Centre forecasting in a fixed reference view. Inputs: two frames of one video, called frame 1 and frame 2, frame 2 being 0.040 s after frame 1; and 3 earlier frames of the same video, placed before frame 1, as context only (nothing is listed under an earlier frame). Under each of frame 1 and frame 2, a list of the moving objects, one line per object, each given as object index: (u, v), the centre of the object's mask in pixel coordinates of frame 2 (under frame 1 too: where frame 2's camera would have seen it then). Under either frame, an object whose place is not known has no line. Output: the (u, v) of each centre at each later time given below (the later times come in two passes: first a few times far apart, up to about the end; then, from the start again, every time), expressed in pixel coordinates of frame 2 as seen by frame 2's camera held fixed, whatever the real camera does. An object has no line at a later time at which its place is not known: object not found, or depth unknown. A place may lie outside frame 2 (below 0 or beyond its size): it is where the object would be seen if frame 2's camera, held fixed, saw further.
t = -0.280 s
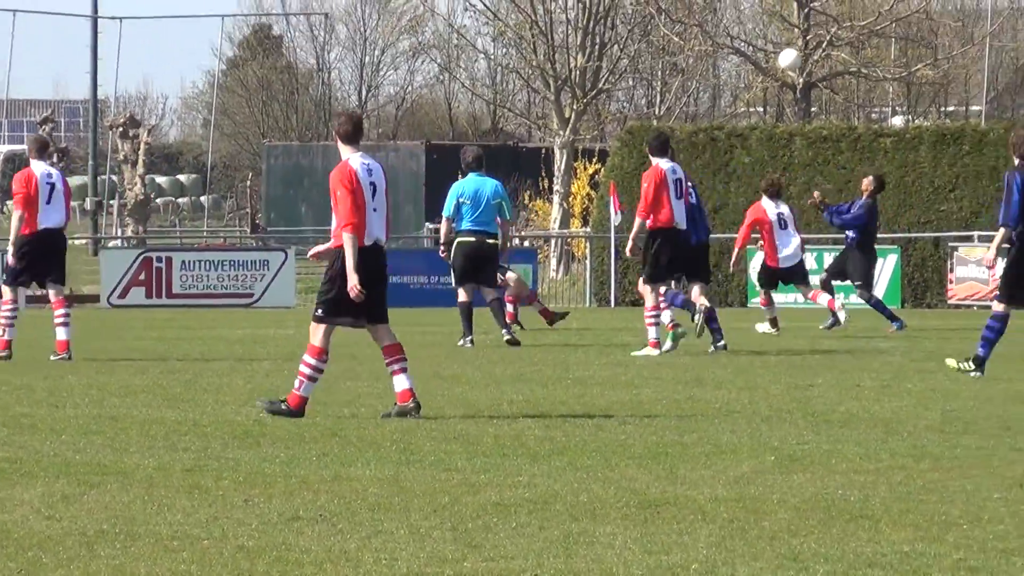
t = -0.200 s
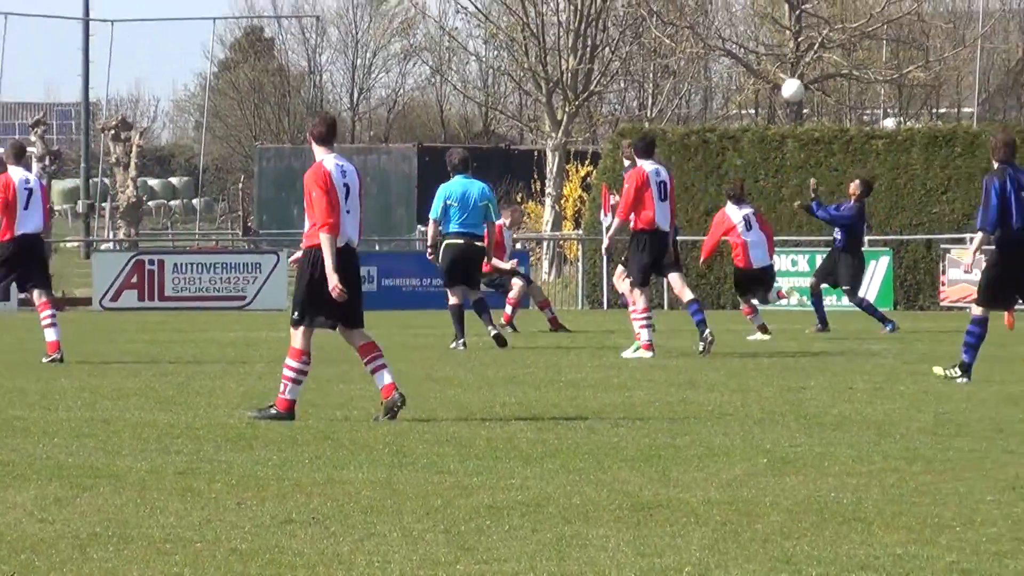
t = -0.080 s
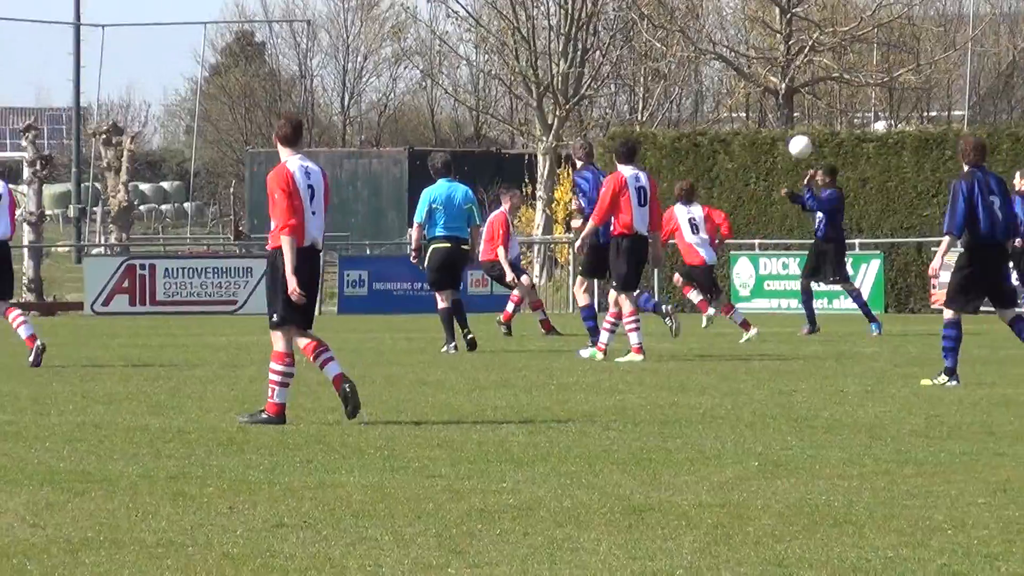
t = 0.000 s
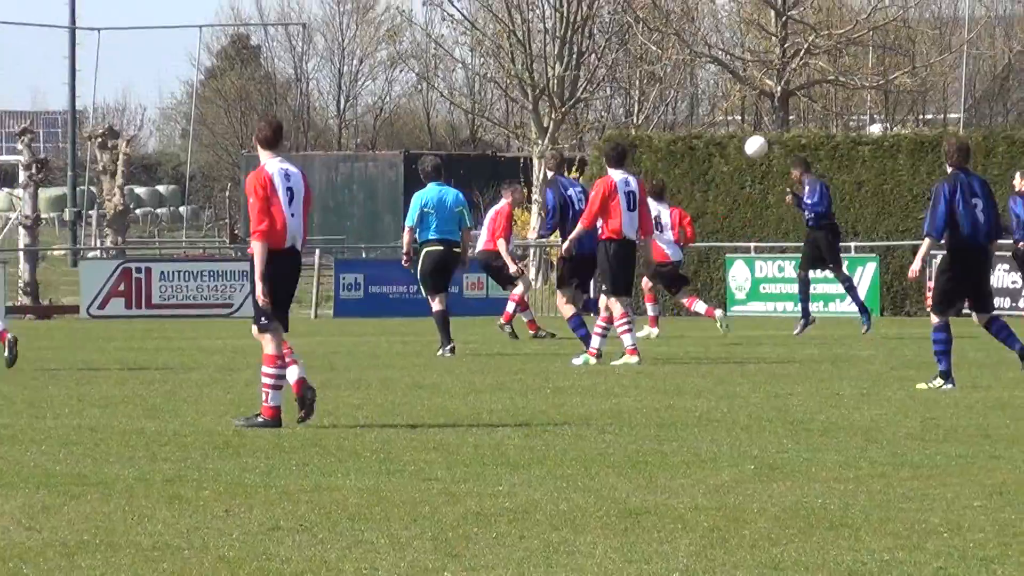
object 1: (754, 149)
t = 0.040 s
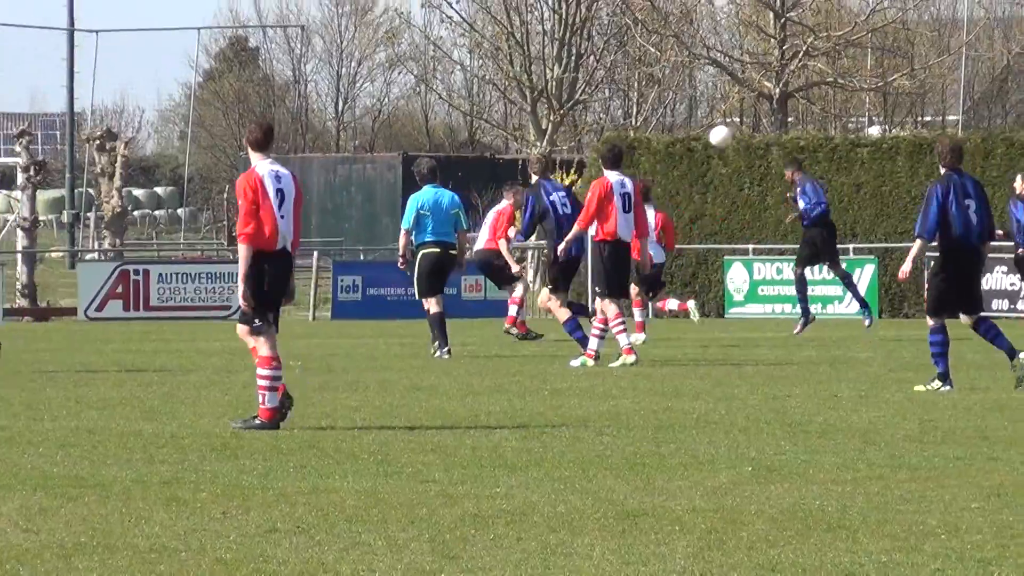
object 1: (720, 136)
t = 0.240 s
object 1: (551, 101)
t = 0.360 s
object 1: (453, 99)
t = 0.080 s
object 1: (686, 127)
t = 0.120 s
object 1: (651, 116)
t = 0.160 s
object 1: (619, 110)
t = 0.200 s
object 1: (584, 104)
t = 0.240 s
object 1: (551, 101)
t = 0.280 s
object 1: (519, 100)
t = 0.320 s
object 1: (486, 97)
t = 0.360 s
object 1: (453, 99)
